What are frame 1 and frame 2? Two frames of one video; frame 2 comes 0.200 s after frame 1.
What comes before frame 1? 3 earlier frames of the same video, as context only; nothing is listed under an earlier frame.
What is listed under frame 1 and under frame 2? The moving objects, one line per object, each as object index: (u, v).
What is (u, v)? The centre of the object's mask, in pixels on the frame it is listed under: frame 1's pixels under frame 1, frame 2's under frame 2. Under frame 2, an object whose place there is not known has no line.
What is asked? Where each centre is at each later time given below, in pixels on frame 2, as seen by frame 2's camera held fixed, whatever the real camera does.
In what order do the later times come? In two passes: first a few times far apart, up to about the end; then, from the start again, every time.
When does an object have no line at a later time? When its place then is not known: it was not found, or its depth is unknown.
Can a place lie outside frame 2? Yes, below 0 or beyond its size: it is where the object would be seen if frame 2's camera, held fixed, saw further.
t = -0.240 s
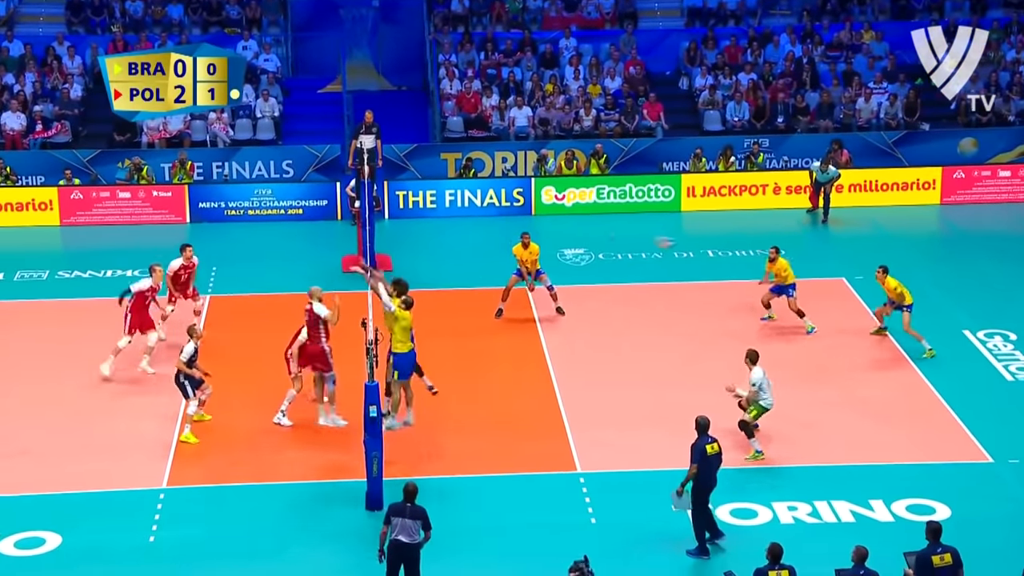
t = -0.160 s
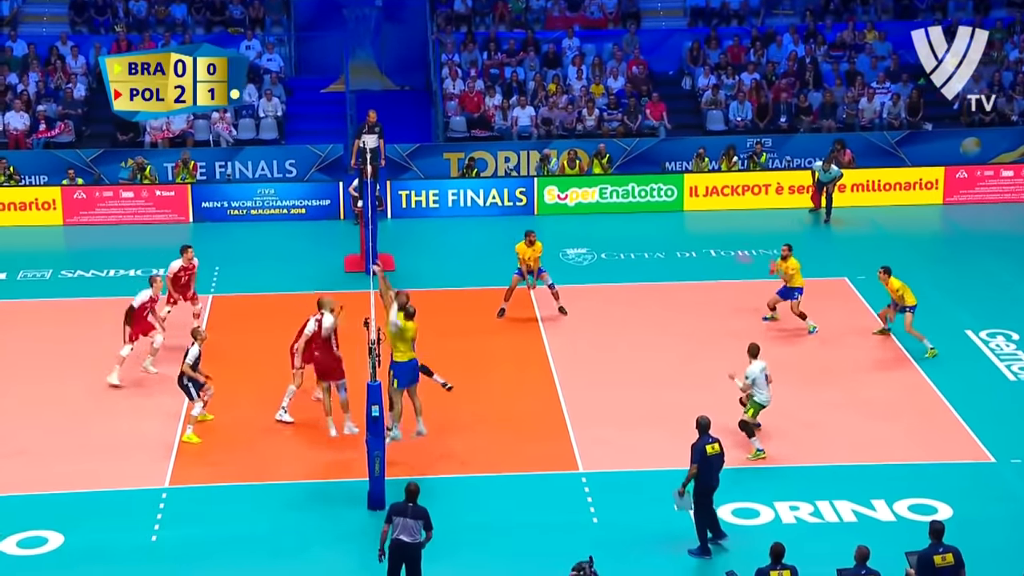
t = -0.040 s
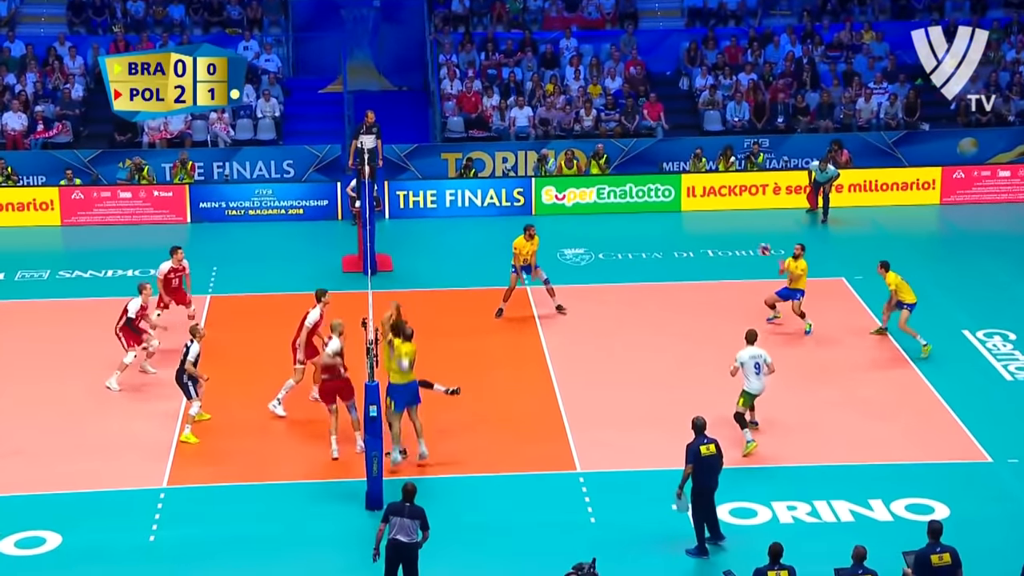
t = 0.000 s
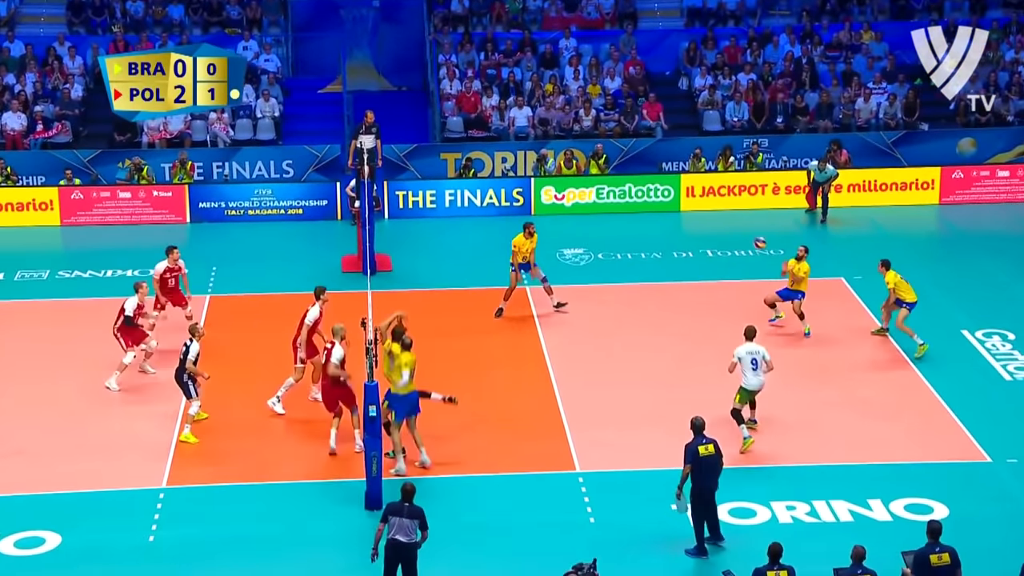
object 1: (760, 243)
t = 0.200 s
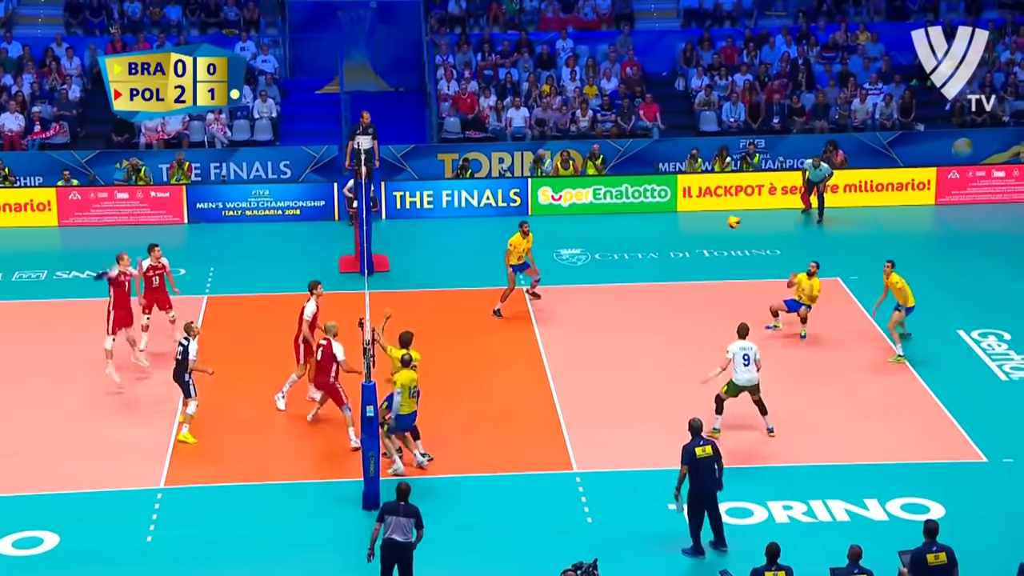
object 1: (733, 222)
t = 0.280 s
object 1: (725, 219)
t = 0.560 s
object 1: (689, 245)
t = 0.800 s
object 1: (655, 313)
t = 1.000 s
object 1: (623, 401)
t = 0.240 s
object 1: (729, 220)
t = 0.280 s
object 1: (725, 219)
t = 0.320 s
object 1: (720, 220)
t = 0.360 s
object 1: (715, 221)
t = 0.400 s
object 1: (710, 223)
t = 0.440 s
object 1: (706, 227)
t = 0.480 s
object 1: (701, 231)
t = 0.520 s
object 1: (695, 237)
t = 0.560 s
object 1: (689, 245)
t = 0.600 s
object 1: (683, 252)
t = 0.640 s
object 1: (678, 261)
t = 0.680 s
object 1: (672, 272)
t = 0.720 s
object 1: (666, 283)
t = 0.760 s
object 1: (661, 298)
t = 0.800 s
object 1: (655, 313)
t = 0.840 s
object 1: (648, 326)
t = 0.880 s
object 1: (642, 342)
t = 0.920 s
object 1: (636, 361)
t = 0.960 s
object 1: (629, 380)
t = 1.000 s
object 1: (623, 401)
